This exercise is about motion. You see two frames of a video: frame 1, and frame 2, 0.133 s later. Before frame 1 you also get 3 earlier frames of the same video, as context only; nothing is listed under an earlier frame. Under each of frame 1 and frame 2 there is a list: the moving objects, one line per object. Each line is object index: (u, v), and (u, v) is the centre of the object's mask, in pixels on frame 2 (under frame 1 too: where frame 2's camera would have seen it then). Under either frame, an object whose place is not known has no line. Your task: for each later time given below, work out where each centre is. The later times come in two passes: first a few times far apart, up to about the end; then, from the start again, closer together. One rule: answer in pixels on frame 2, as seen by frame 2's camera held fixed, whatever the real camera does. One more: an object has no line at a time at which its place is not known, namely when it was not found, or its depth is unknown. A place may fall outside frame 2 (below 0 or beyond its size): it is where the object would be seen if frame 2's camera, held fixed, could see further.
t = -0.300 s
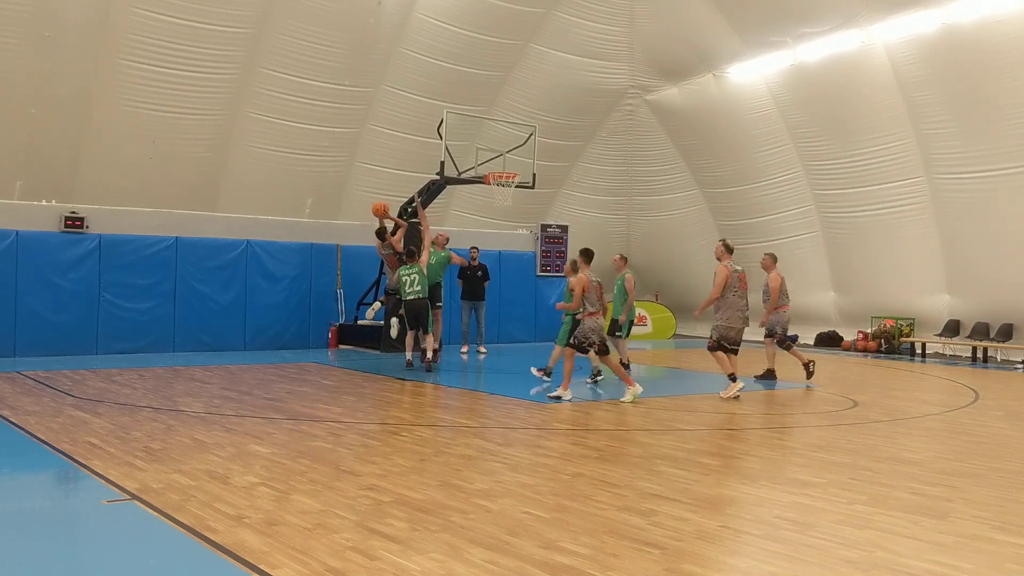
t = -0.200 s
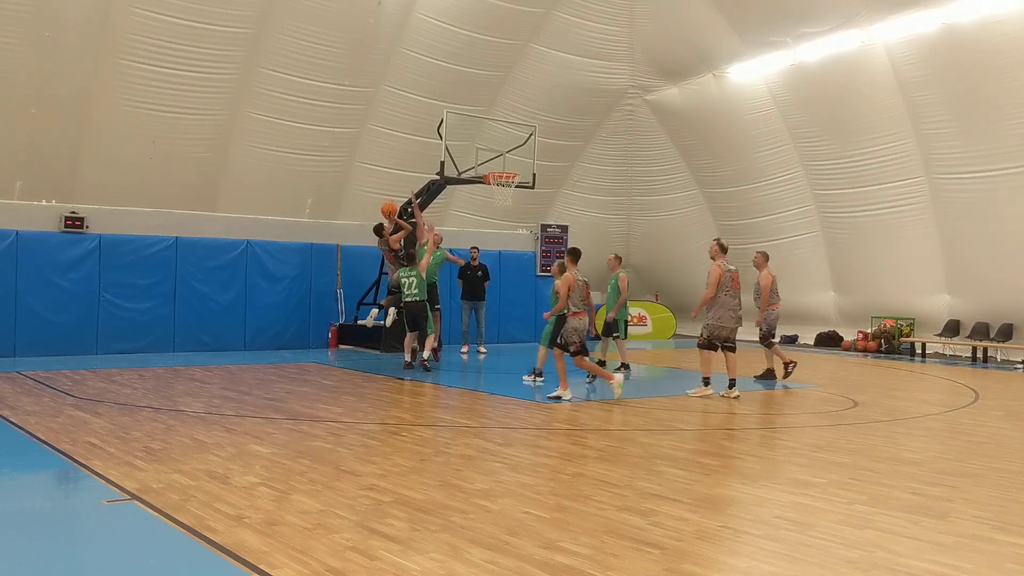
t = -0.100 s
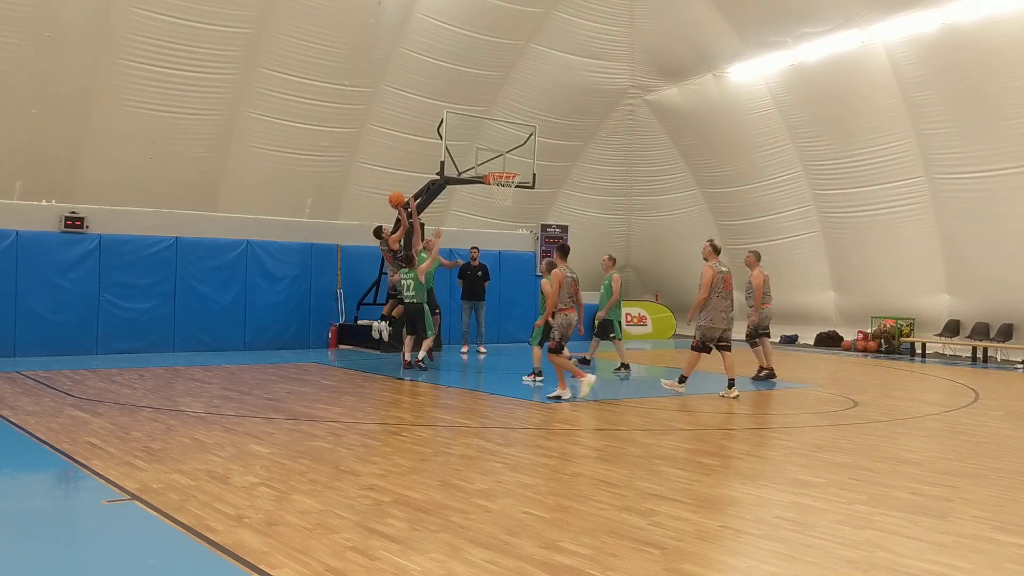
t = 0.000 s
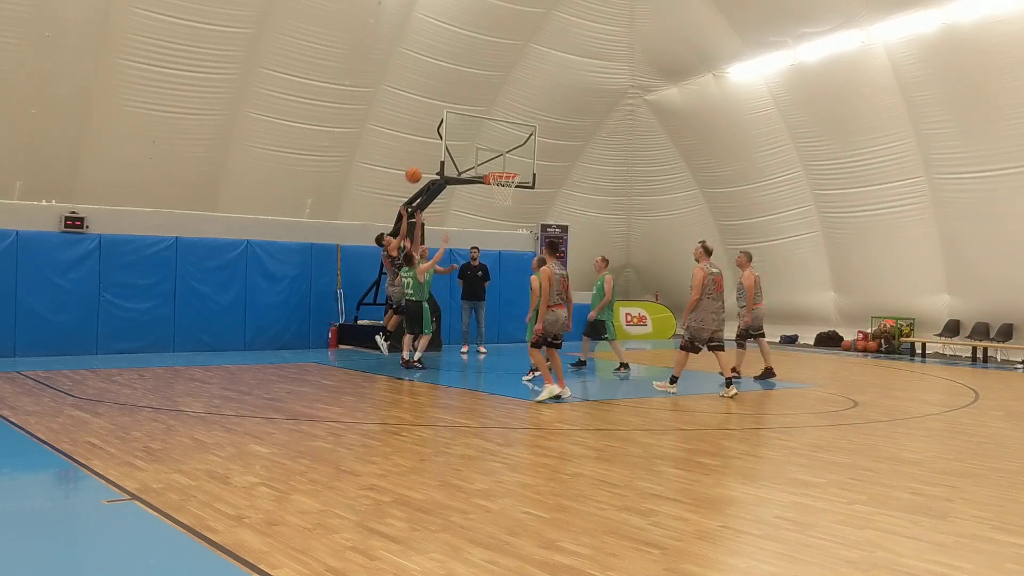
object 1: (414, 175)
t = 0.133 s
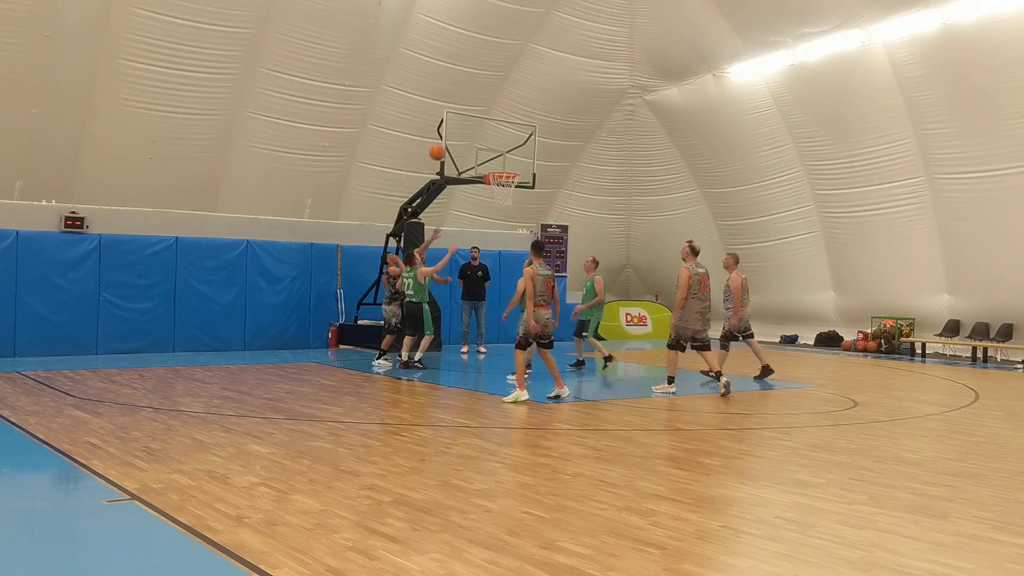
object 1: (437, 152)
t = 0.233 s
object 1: (454, 143)
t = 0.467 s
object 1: (492, 145)
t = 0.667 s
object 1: (516, 163)
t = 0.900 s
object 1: (514, 158)
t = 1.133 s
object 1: (512, 161)
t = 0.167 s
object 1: (443, 148)
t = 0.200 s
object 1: (449, 145)
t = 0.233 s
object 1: (454, 143)
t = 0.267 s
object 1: (460, 141)
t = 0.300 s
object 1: (466, 140)
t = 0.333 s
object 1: (471, 140)
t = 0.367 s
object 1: (477, 140)
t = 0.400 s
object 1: (482, 141)
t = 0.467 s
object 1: (492, 145)
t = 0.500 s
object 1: (497, 149)
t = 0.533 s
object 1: (503, 153)
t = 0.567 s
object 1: (508, 158)
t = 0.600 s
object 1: (513, 162)
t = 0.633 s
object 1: (516, 166)
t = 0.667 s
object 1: (516, 163)
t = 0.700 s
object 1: (516, 160)
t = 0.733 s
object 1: (516, 158)
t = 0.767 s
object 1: (515, 157)
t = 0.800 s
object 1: (515, 156)
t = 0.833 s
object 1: (515, 156)
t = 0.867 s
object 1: (514, 156)
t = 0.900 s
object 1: (514, 158)
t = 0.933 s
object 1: (513, 160)
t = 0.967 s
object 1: (513, 162)
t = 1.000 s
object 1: (512, 165)
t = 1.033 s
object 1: (512, 165)
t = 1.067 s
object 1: (512, 164)
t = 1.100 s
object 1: (512, 162)
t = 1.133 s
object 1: (512, 161)
